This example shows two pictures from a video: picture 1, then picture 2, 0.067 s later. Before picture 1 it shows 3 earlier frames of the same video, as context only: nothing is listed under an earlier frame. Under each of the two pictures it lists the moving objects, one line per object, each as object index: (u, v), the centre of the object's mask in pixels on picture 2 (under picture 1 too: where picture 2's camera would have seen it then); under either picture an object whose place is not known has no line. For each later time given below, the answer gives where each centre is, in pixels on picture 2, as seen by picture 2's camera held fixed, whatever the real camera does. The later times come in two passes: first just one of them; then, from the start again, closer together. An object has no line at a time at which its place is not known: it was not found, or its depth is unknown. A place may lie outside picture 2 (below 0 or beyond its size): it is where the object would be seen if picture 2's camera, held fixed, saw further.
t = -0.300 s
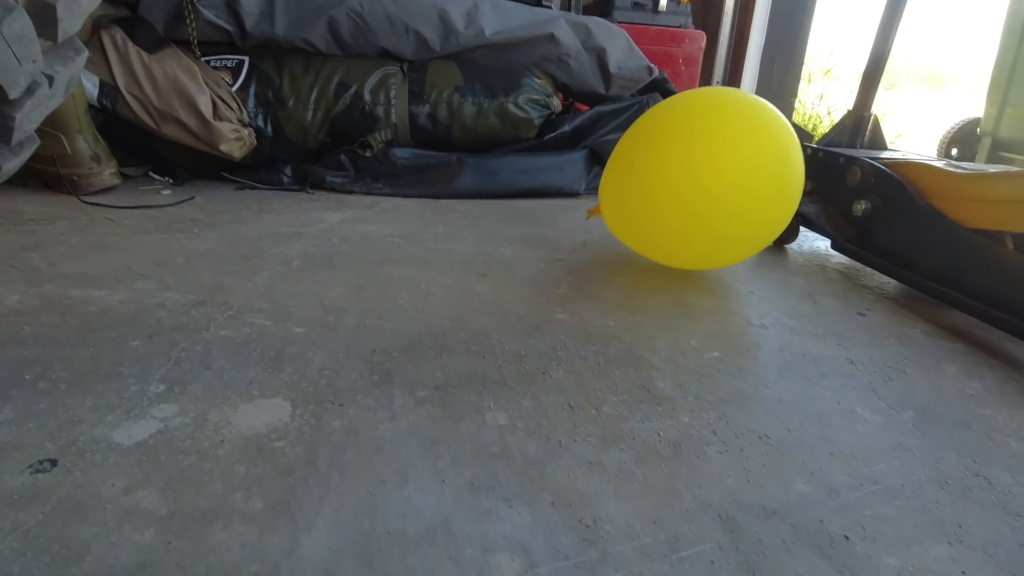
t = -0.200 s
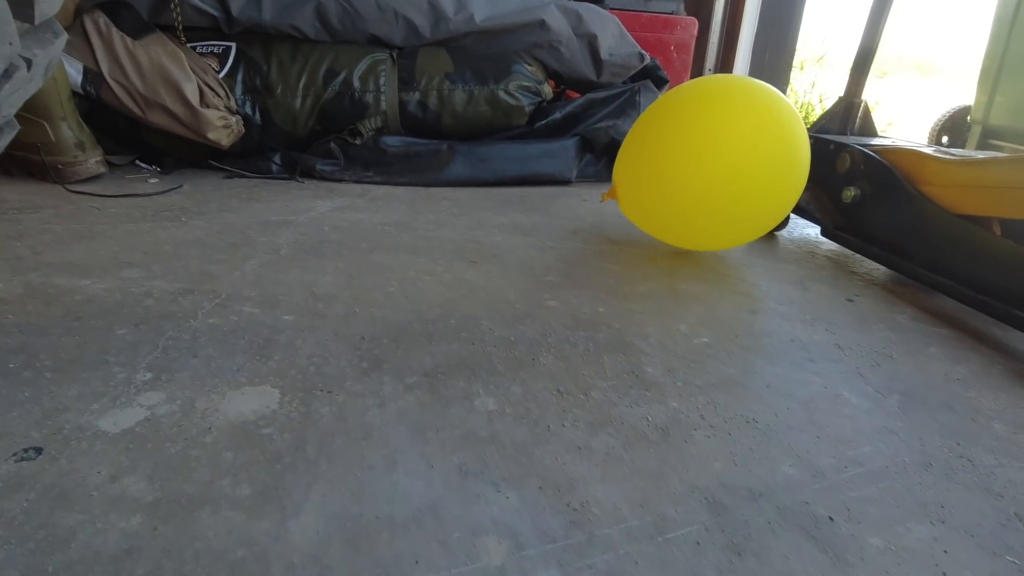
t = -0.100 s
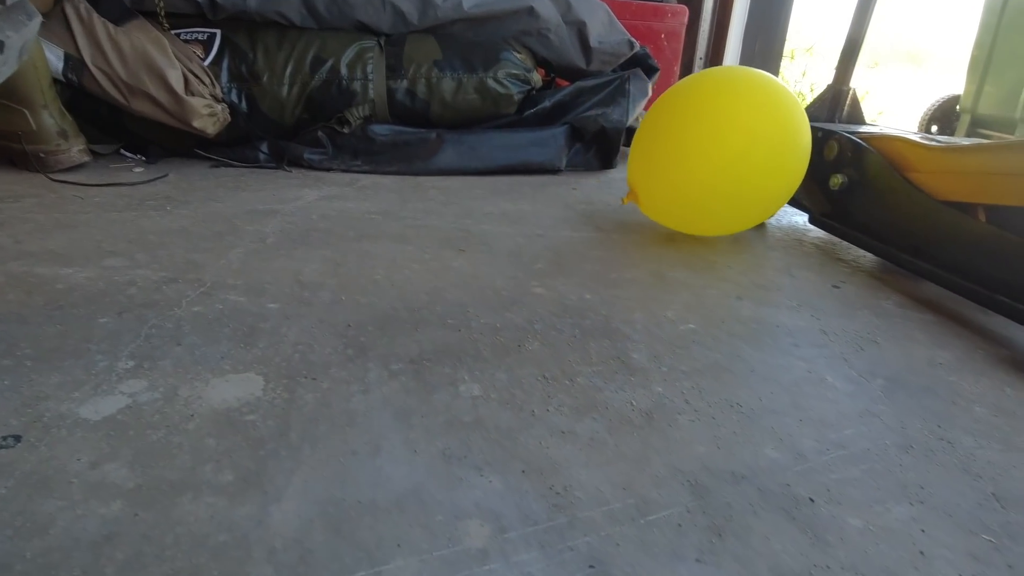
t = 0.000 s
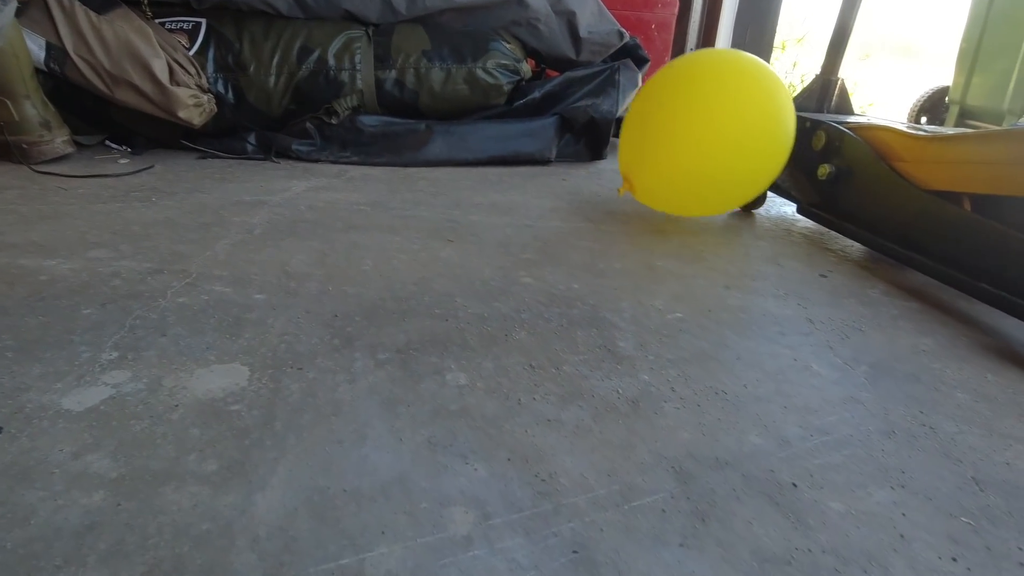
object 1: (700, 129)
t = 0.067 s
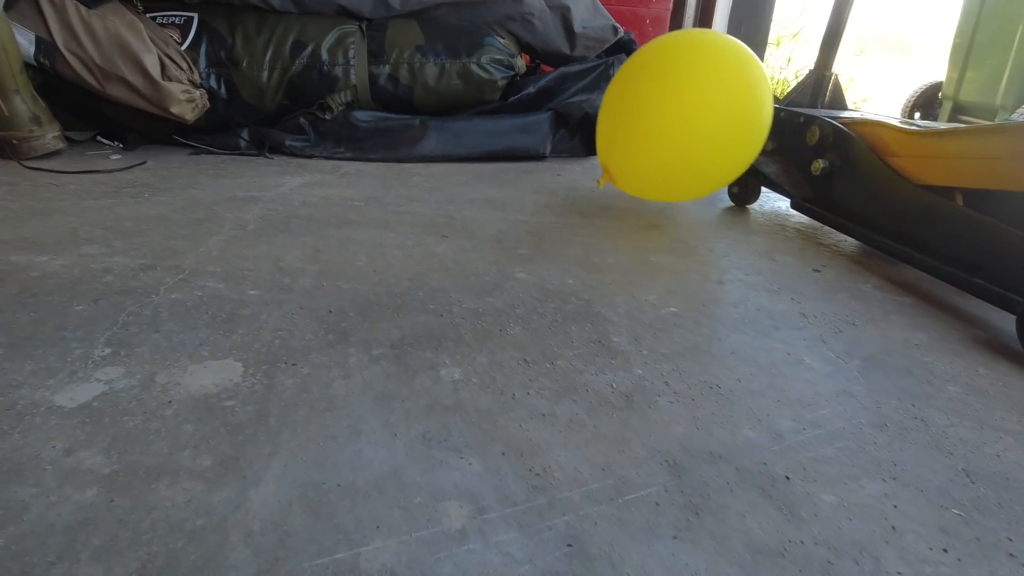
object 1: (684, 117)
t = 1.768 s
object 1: (642, 97)
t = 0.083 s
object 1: (680, 114)
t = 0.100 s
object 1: (675, 111)
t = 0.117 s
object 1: (671, 109)
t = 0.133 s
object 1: (667, 107)
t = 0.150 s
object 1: (663, 105)
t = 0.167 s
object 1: (659, 103)
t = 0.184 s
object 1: (655, 101)
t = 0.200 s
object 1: (651, 100)
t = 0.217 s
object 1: (647, 100)
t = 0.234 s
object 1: (643, 99)
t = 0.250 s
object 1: (639, 99)
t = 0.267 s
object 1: (636, 99)
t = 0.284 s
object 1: (632, 99)
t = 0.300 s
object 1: (629, 99)
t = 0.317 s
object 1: (626, 100)
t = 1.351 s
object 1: (659, 84)
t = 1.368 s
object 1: (658, 82)
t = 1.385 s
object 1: (657, 80)
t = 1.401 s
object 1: (656, 79)
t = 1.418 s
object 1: (655, 77)
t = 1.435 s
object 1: (654, 76)
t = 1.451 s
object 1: (653, 74)
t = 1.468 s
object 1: (652, 73)
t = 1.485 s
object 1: (651, 72)
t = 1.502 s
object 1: (650, 72)
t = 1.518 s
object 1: (650, 71)
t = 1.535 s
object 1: (649, 71)
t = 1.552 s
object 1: (648, 70)
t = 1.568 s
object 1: (648, 70)
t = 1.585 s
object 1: (647, 71)
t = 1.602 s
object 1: (646, 71)
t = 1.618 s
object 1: (646, 72)
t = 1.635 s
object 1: (645, 74)
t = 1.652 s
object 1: (644, 76)
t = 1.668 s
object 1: (644, 79)
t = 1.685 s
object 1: (643, 81)
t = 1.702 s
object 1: (643, 85)
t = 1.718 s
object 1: (642, 87)
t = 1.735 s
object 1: (642, 91)
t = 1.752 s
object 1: (642, 94)
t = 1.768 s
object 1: (642, 97)
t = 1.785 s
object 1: (644, 100)
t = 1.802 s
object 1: (647, 103)
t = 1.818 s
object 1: (650, 105)
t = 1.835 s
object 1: (653, 108)
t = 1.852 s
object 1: (656, 112)
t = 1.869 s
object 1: (659, 114)
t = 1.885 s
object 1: (662, 114)
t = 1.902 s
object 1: (666, 113)
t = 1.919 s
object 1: (669, 112)
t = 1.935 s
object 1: (669, 110)
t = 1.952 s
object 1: (668, 106)
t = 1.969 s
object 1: (666, 103)
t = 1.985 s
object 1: (664, 100)
